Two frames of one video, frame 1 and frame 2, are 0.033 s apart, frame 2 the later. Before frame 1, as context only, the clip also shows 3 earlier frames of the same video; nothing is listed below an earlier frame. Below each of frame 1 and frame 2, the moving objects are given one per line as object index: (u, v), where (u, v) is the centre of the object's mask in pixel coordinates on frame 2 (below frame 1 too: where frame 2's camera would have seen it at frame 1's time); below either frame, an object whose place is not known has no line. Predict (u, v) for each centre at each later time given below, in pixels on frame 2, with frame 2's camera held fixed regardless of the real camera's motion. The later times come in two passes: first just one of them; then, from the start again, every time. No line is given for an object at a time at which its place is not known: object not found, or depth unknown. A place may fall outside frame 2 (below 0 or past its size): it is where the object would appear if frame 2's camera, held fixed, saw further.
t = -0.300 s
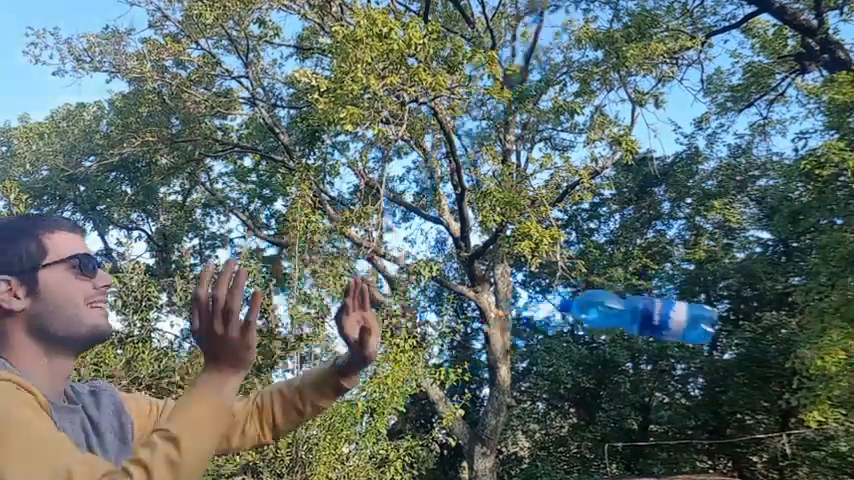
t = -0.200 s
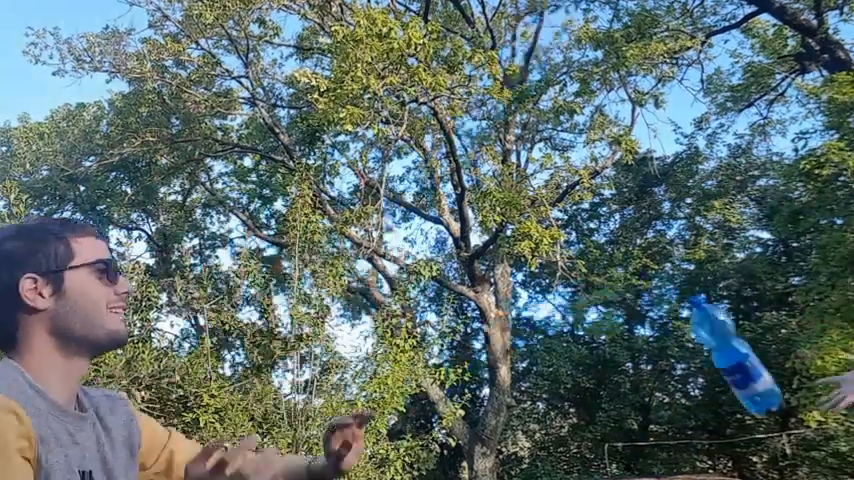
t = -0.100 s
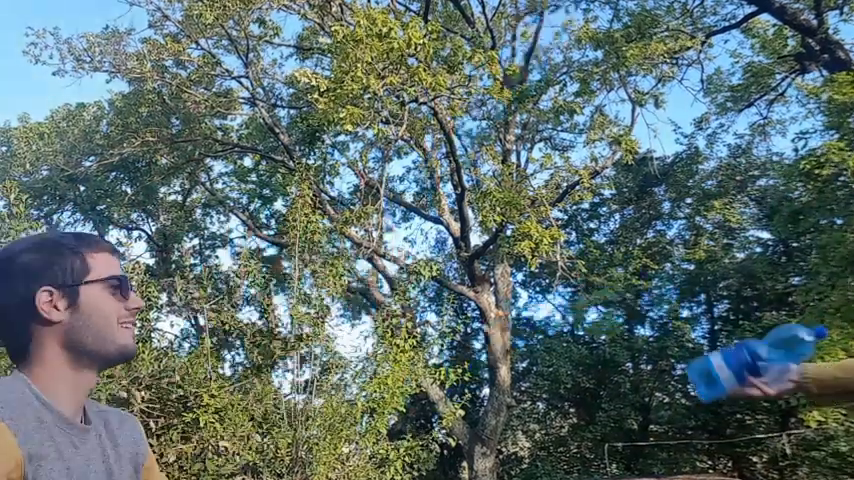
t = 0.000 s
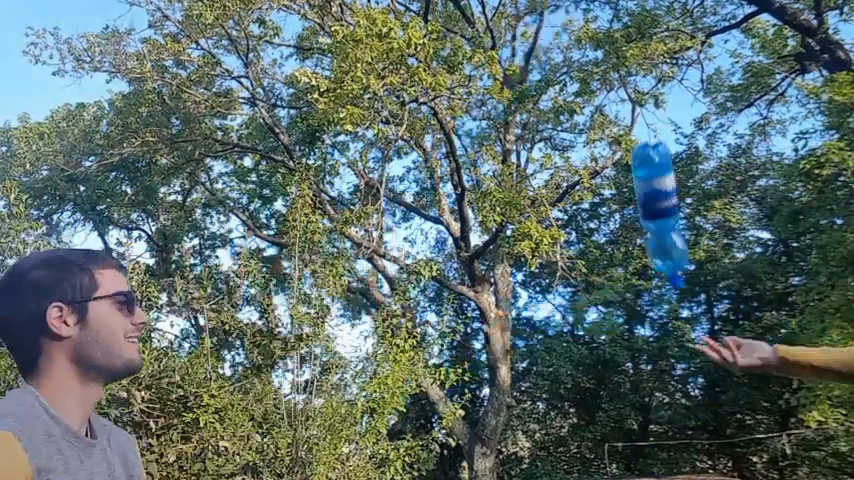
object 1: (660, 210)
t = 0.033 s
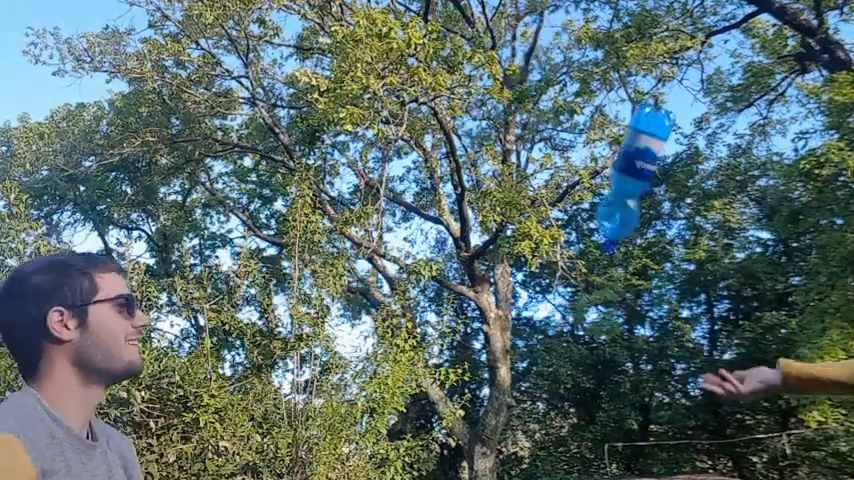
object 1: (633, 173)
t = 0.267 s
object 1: (380, 43)
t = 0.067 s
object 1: (606, 139)
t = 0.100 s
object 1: (574, 112)
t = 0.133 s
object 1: (541, 88)
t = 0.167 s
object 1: (508, 67)
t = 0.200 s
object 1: (476, 64)
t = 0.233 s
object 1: (430, 59)
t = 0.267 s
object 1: (380, 43)
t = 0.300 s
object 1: (335, 25)
